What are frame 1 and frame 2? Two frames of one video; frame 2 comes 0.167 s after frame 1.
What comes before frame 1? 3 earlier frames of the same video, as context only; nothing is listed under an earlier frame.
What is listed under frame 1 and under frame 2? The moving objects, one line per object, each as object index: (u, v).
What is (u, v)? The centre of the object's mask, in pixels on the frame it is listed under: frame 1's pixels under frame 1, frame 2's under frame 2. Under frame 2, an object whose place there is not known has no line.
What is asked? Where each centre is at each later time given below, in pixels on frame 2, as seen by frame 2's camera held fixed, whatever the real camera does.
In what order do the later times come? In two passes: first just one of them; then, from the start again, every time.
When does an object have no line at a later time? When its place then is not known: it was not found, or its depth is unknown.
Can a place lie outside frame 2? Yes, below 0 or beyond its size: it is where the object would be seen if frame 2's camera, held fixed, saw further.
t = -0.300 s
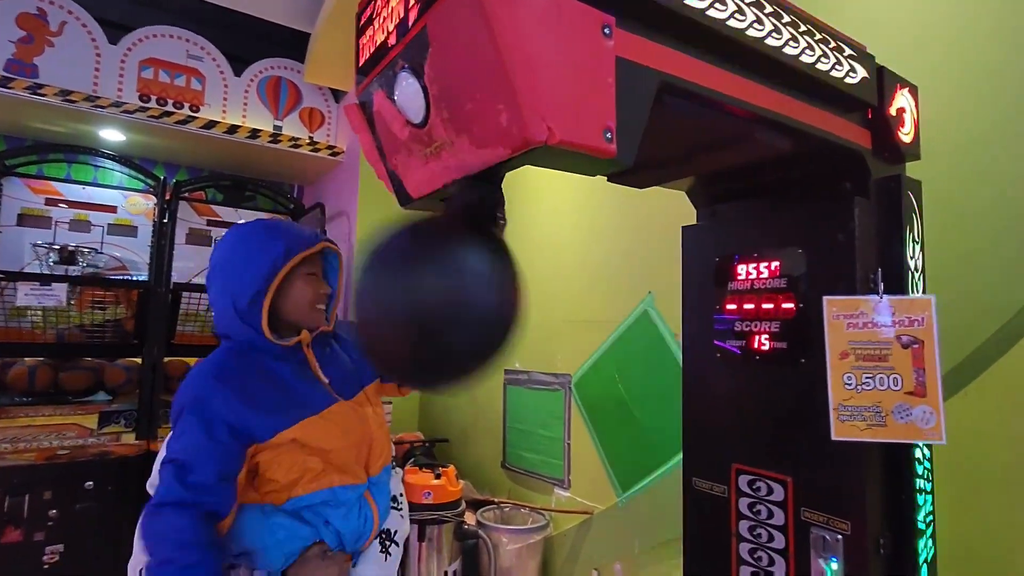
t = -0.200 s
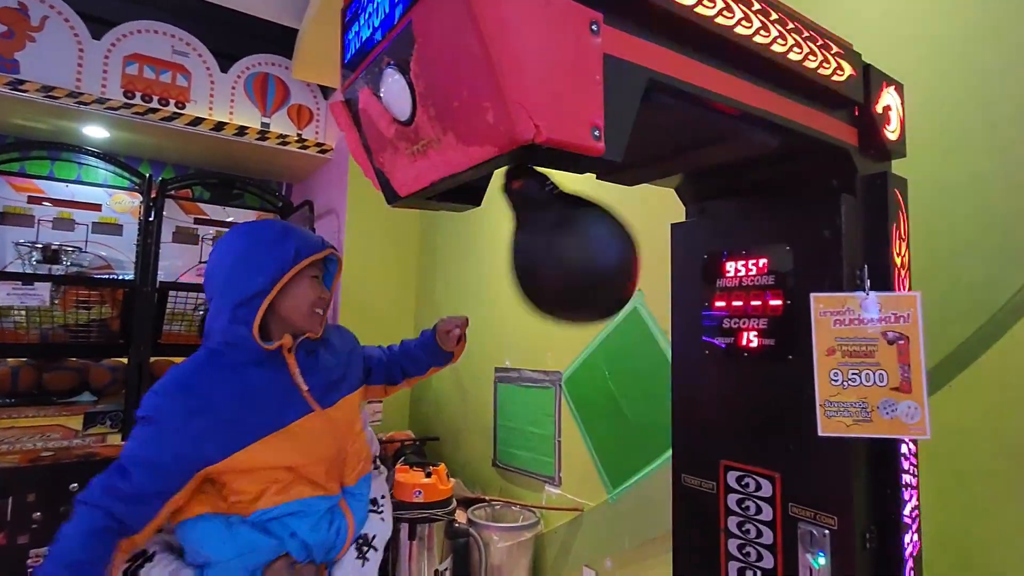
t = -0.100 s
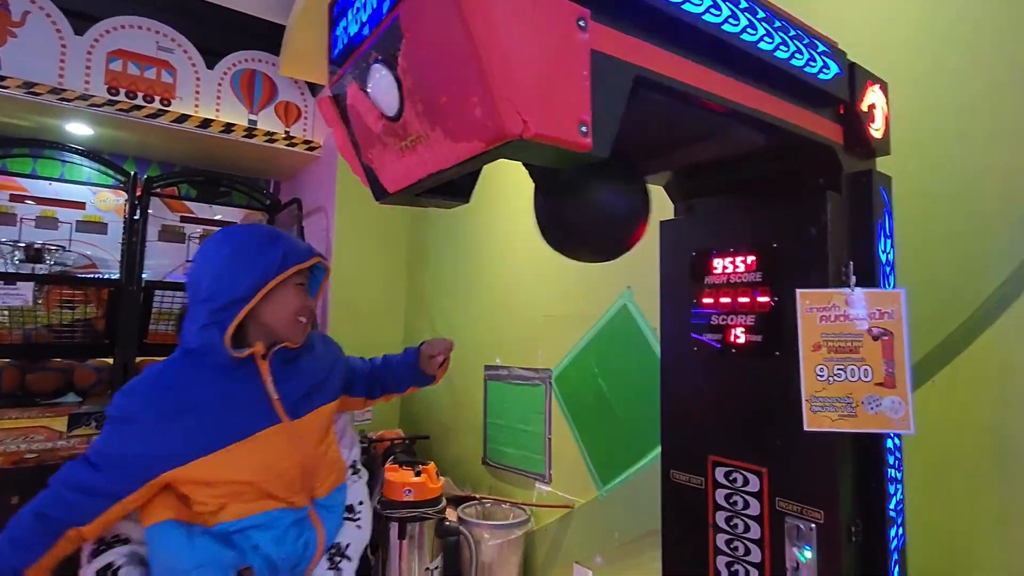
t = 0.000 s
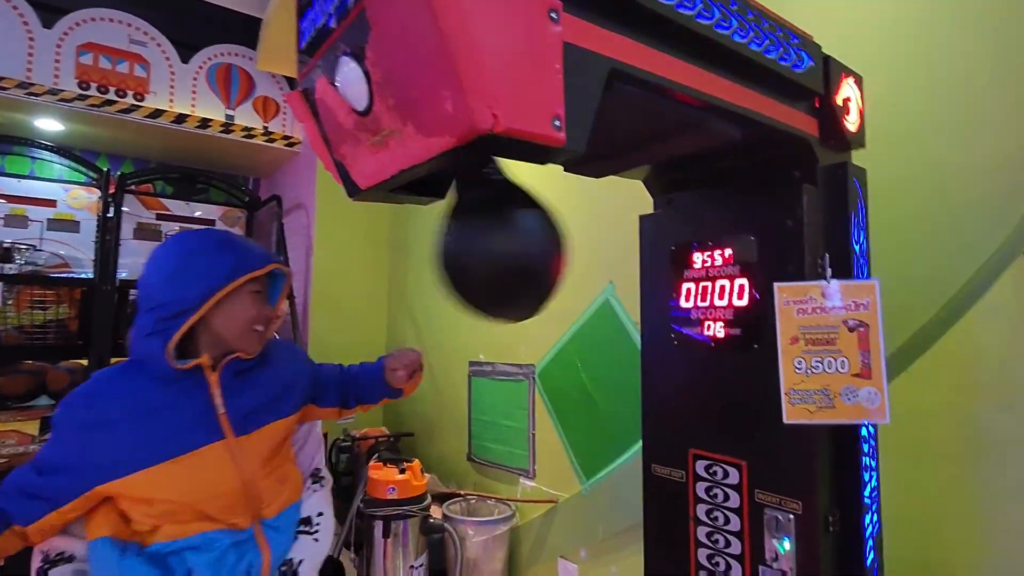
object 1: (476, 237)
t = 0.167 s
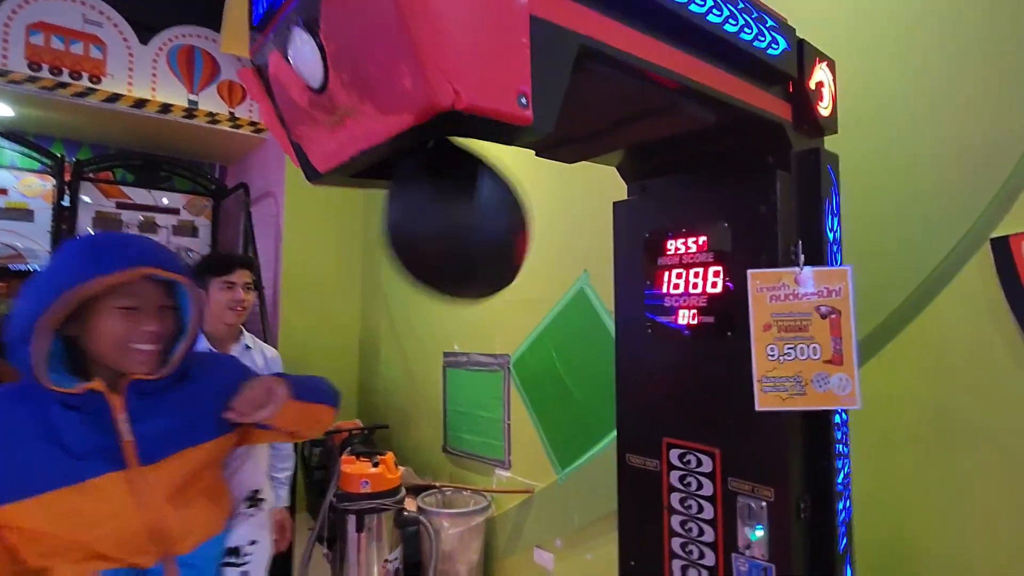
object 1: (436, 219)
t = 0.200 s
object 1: (476, 197)
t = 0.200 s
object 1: (476, 197)
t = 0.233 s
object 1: (489, 194)
